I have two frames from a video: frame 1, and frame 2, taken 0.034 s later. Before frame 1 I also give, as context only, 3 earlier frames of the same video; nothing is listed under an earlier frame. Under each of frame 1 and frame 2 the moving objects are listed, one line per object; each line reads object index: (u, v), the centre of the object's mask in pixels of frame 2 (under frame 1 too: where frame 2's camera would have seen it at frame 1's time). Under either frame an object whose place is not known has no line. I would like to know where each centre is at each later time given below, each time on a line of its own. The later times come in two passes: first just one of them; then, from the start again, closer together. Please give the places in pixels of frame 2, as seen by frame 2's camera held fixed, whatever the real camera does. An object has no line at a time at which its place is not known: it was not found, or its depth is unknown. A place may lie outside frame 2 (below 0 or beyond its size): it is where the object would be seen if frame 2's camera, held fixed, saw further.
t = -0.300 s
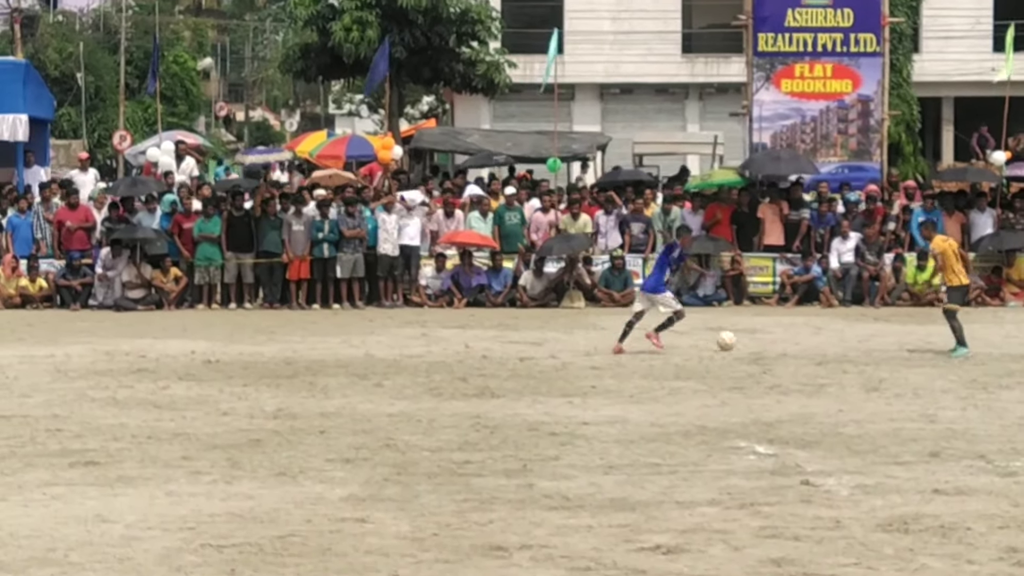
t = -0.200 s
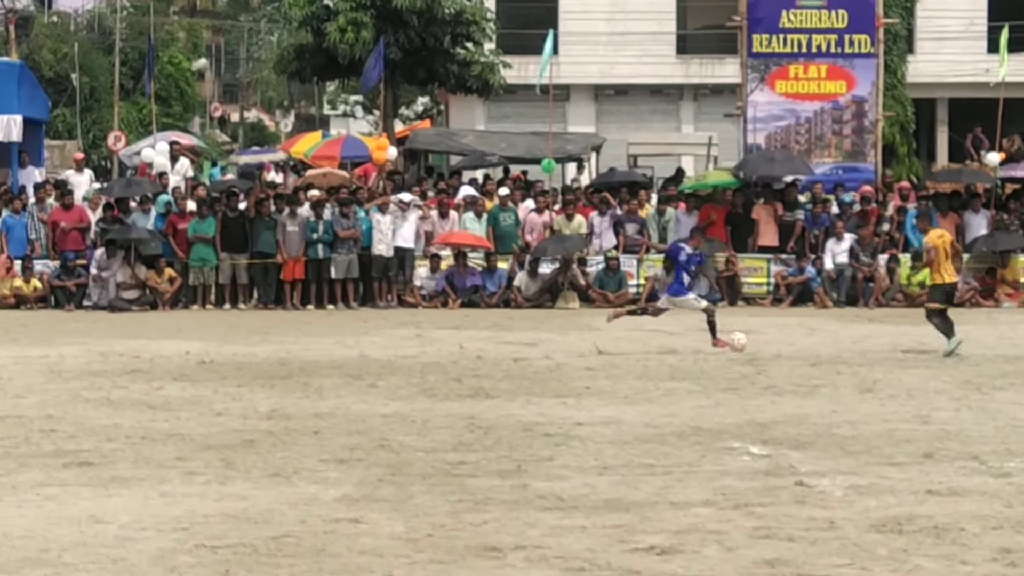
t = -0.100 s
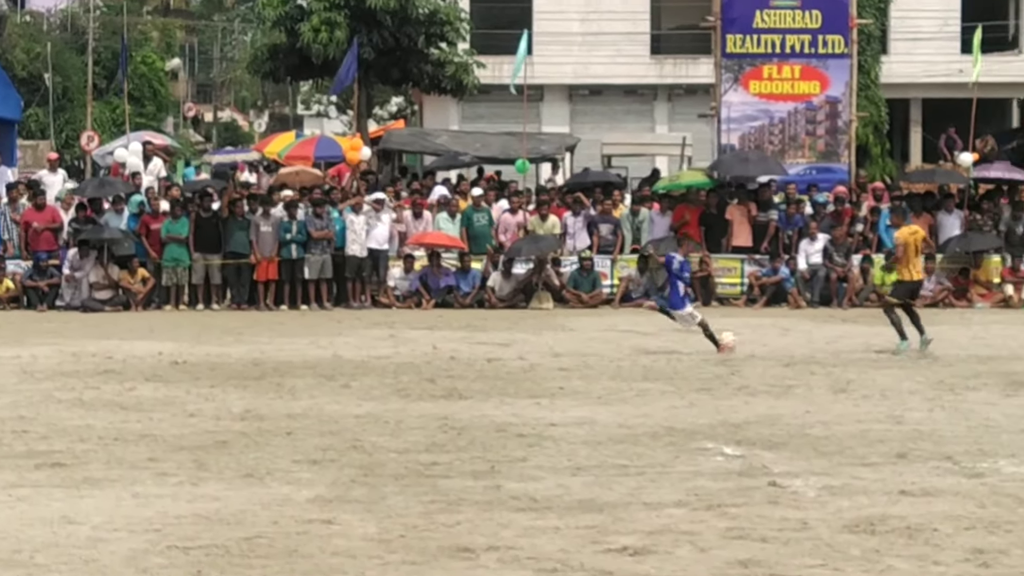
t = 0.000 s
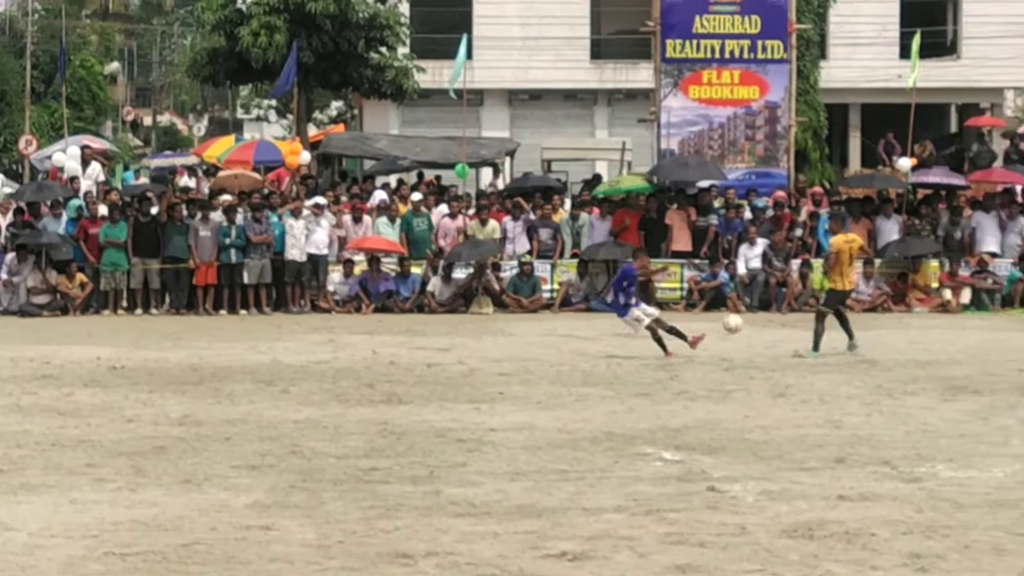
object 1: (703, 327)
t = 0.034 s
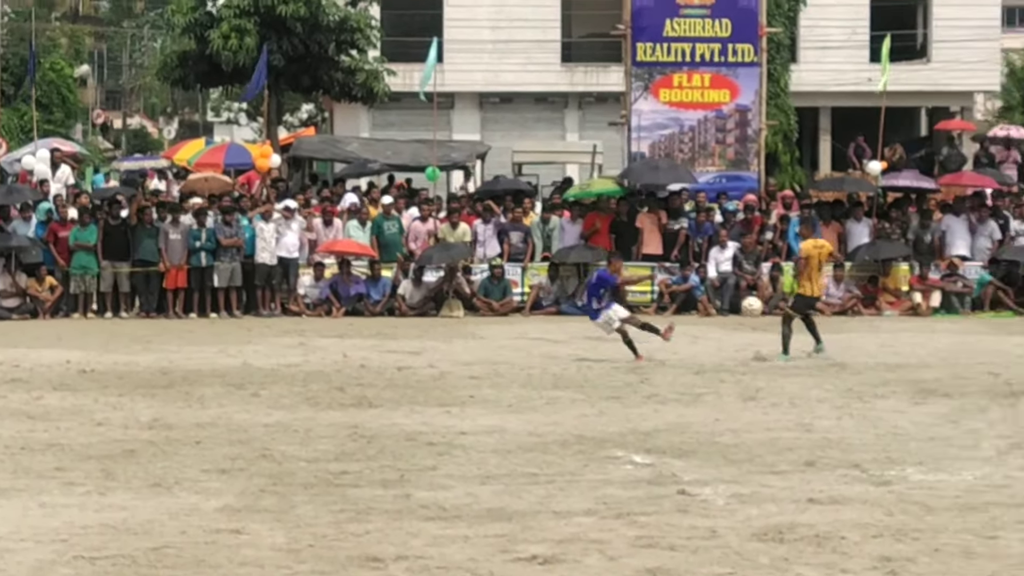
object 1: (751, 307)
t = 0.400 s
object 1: (1376, 80)
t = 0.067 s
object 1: (801, 287)
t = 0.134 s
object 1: (904, 248)
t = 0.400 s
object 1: (1376, 80)
